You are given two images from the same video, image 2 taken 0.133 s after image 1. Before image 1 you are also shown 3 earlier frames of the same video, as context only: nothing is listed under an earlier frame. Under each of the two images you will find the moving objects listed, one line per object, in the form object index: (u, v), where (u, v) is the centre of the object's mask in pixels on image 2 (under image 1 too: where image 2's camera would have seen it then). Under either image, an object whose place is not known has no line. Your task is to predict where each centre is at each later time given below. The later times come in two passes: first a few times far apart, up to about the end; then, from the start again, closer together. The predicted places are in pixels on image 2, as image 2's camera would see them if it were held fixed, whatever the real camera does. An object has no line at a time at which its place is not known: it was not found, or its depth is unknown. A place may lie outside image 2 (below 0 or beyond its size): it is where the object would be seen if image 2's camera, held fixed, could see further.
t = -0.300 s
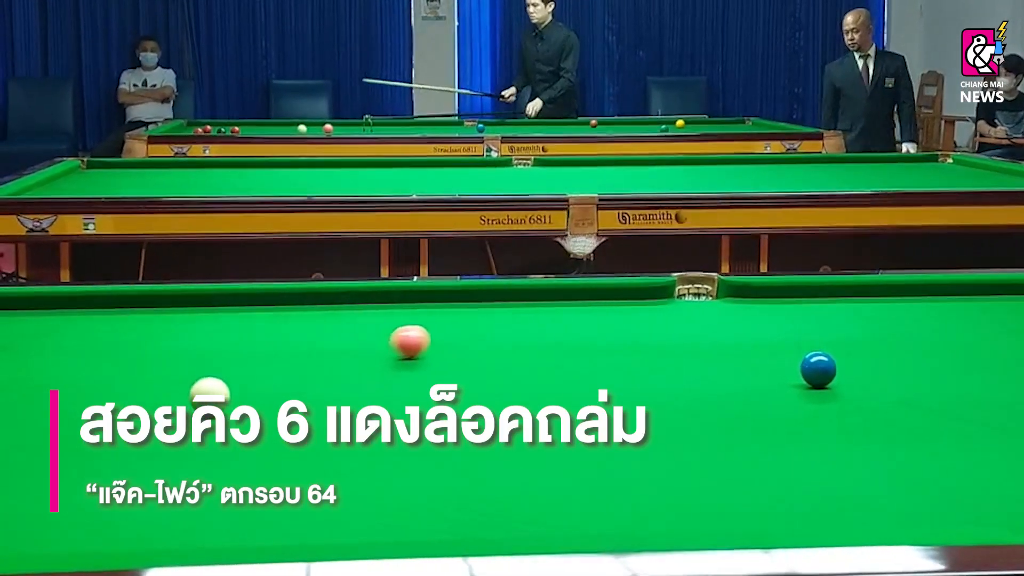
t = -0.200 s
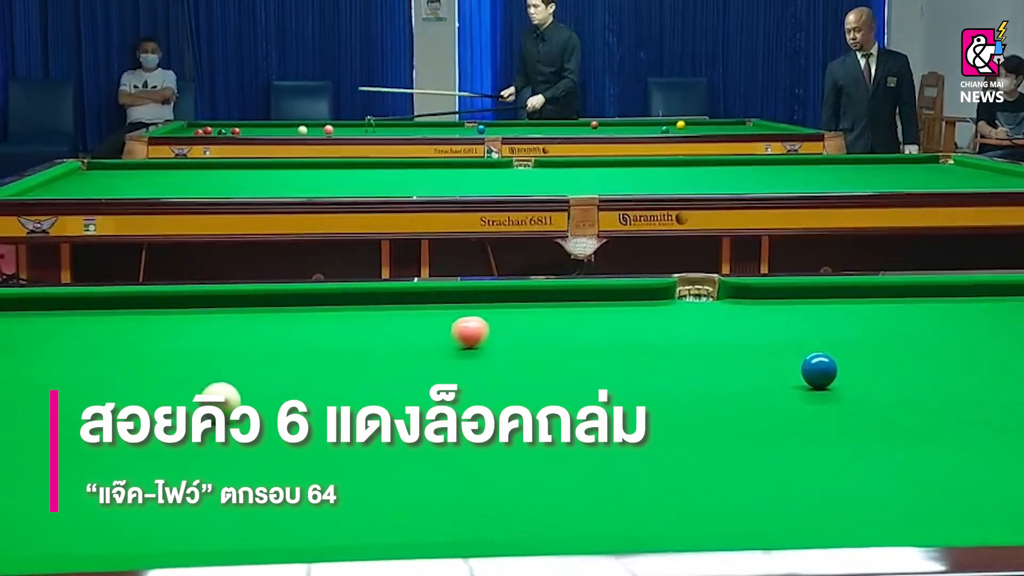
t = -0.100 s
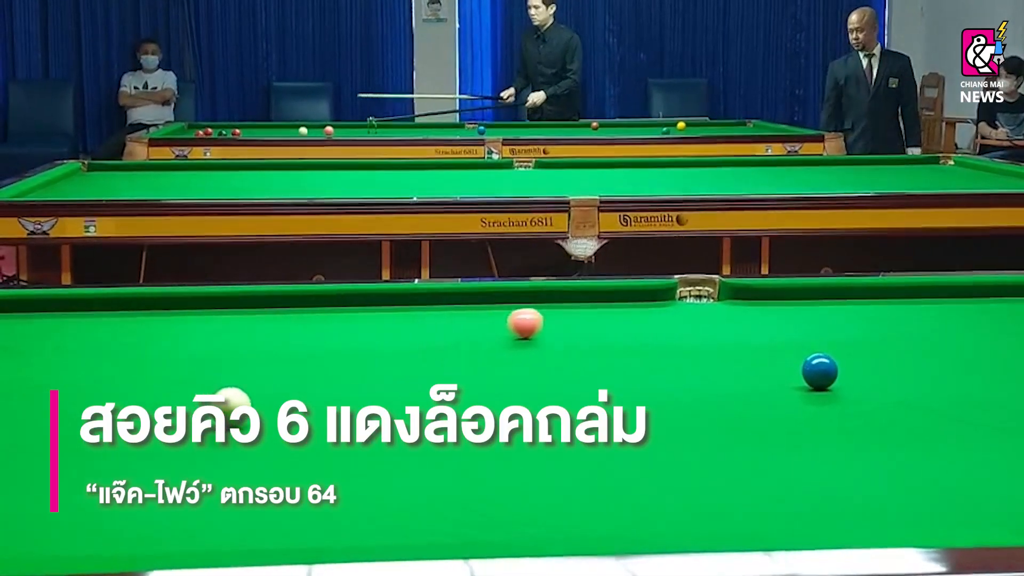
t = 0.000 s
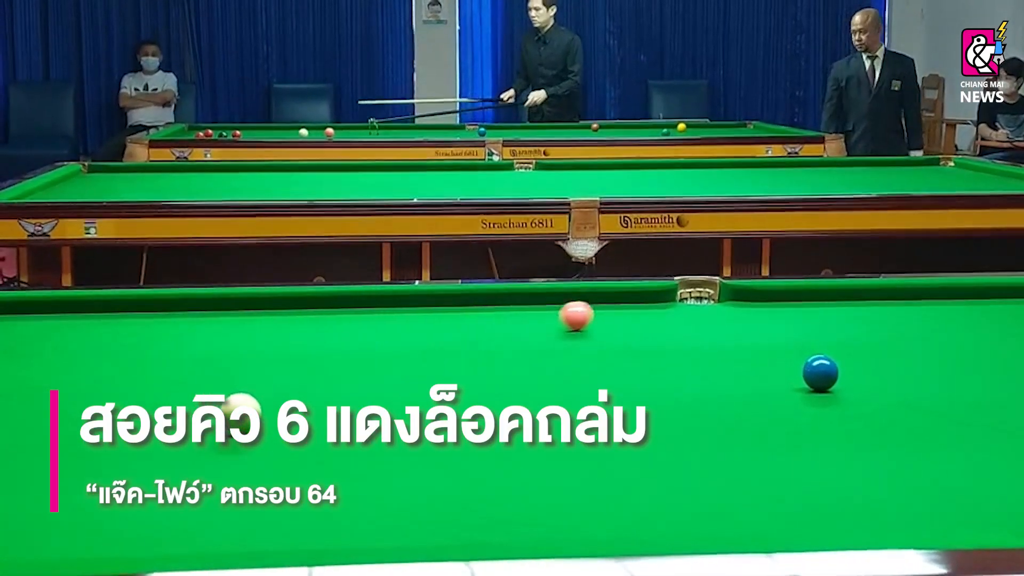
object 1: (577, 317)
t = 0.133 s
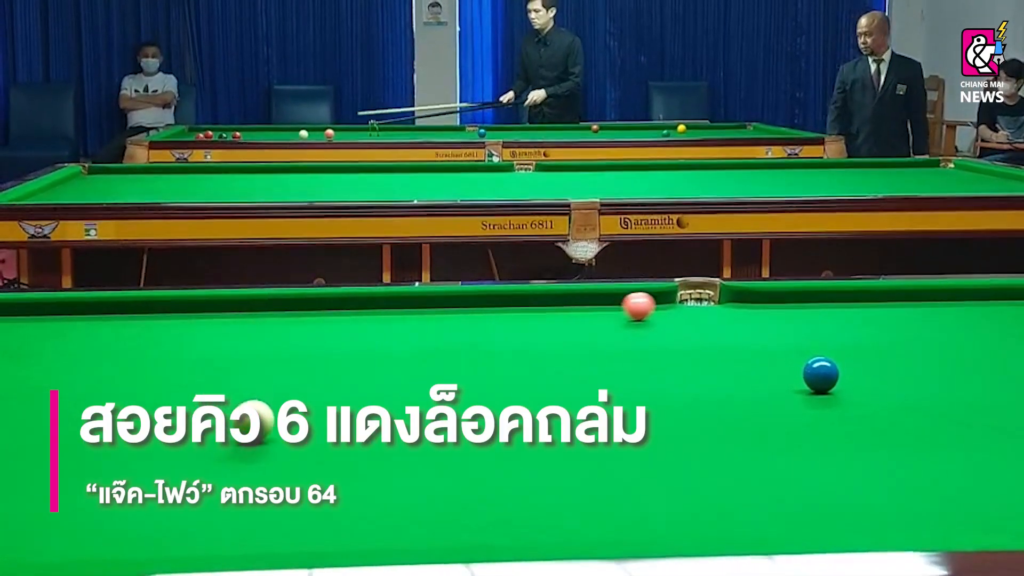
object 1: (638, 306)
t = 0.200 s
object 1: (666, 301)
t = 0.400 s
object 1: (699, 294)
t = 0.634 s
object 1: (618, 303)
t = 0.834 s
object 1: (551, 310)
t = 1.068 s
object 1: (471, 319)
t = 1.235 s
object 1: (412, 325)
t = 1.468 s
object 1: (325, 334)
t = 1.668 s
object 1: (248, 343)
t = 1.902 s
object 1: (154, 353)
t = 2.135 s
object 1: (57, 363)
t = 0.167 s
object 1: (652, 303)
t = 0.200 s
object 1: (666, 301)
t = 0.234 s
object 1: (681, 298)
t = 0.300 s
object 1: (708, 293)
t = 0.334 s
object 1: (721, 292)
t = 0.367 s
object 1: (713, 292)
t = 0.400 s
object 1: (699, 294)
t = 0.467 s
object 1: (673, 297)
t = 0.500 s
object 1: (662, 298)
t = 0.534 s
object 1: (651, 299)
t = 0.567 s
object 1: (640, 300)
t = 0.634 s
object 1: (618, 303)
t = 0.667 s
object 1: (607, 304)
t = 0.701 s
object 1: (596, 305)
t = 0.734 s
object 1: (585, 306)
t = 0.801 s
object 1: (563, 309)
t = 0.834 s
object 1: (551, 310)
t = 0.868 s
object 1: (540, 311)
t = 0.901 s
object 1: (529, 312)
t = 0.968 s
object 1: (506, 315)
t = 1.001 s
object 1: (495, 316)
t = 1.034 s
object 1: (483, 317)
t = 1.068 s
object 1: (471, 319)
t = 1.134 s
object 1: (447, 321)
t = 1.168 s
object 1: (436, 323)
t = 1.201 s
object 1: (424, 324)
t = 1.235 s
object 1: (412, 325)
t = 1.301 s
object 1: (388, 328)
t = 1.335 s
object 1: (376, 329)
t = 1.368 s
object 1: (363, 330)
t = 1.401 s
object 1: (350, 332)
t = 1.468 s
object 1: (325, 334)
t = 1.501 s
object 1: (313, 336)
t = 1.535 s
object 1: (300, 337)
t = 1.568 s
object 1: (287, 338)
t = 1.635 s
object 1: (261, 341)
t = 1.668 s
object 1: (248, 343)
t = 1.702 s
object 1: (234, 345)
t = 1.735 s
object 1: (221, 346)
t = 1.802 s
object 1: (194, 349)
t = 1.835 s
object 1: (181, 350)
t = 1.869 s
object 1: (167, 352)
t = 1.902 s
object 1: (154, 353)
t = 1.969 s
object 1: (126, 356)
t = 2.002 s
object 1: (113, 358)
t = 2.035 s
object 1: (99, 359)
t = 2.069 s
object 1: (85, 361)
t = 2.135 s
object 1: (57, 363)
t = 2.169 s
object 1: (42, 365)
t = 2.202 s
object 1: (28, 367)
